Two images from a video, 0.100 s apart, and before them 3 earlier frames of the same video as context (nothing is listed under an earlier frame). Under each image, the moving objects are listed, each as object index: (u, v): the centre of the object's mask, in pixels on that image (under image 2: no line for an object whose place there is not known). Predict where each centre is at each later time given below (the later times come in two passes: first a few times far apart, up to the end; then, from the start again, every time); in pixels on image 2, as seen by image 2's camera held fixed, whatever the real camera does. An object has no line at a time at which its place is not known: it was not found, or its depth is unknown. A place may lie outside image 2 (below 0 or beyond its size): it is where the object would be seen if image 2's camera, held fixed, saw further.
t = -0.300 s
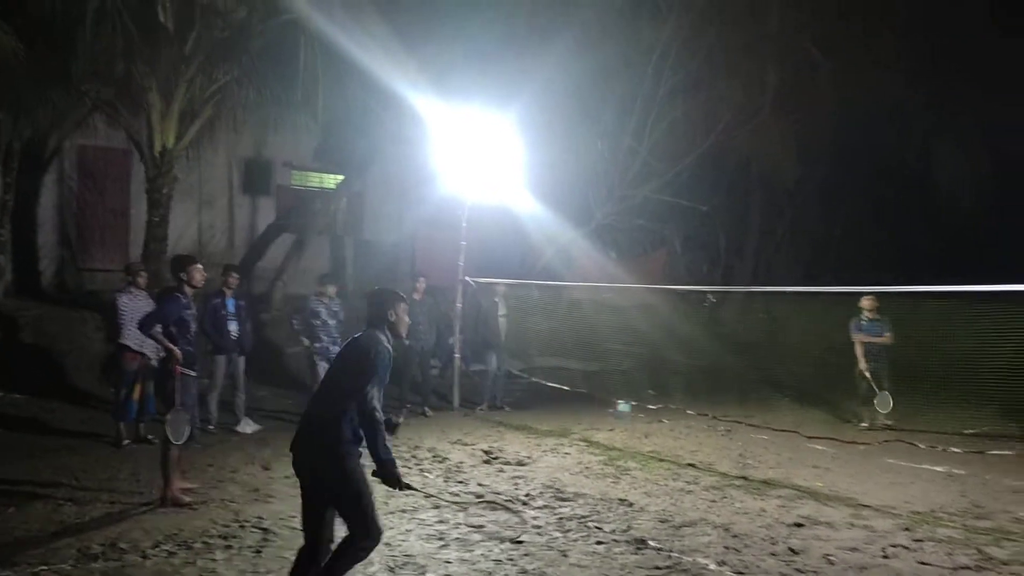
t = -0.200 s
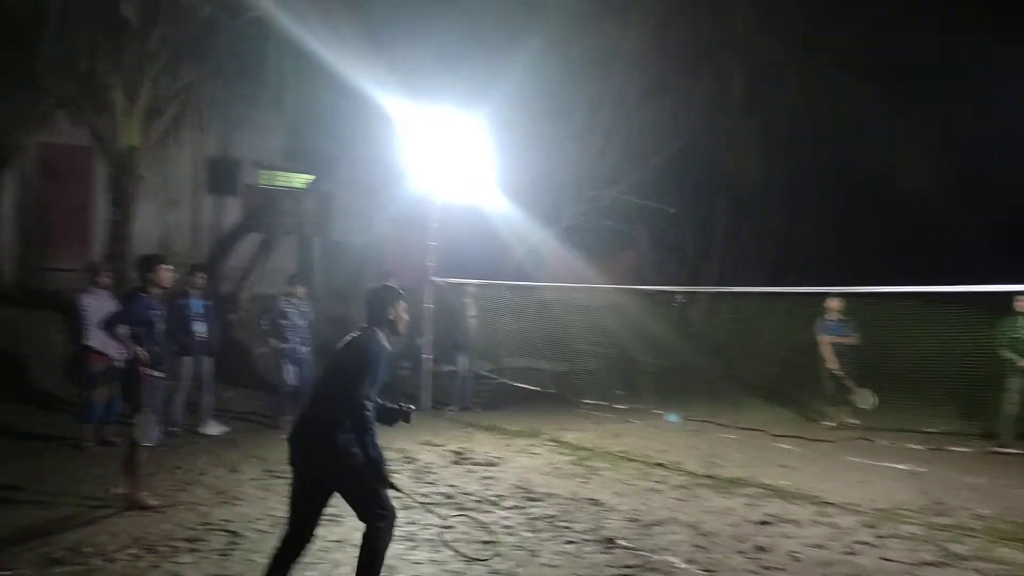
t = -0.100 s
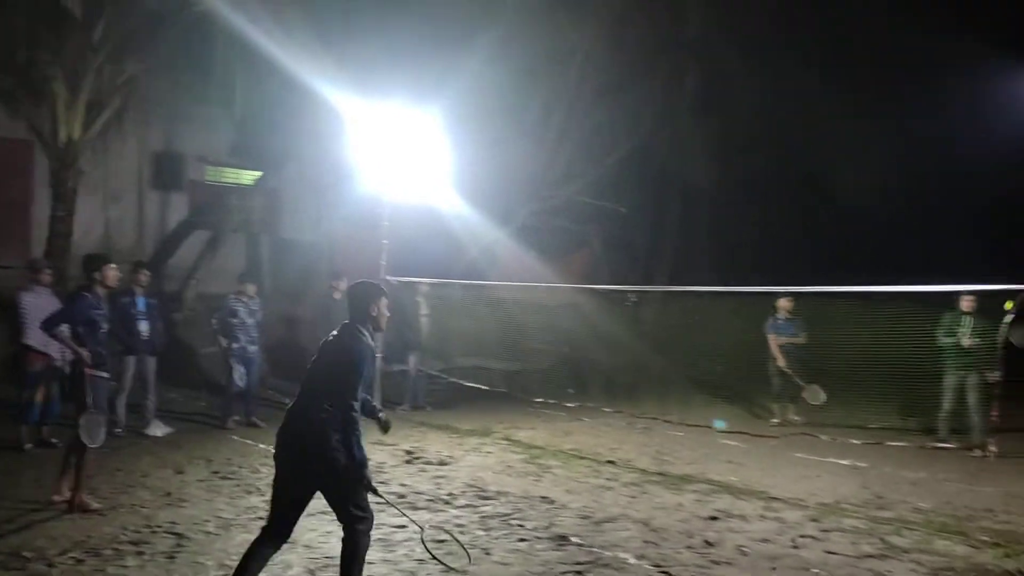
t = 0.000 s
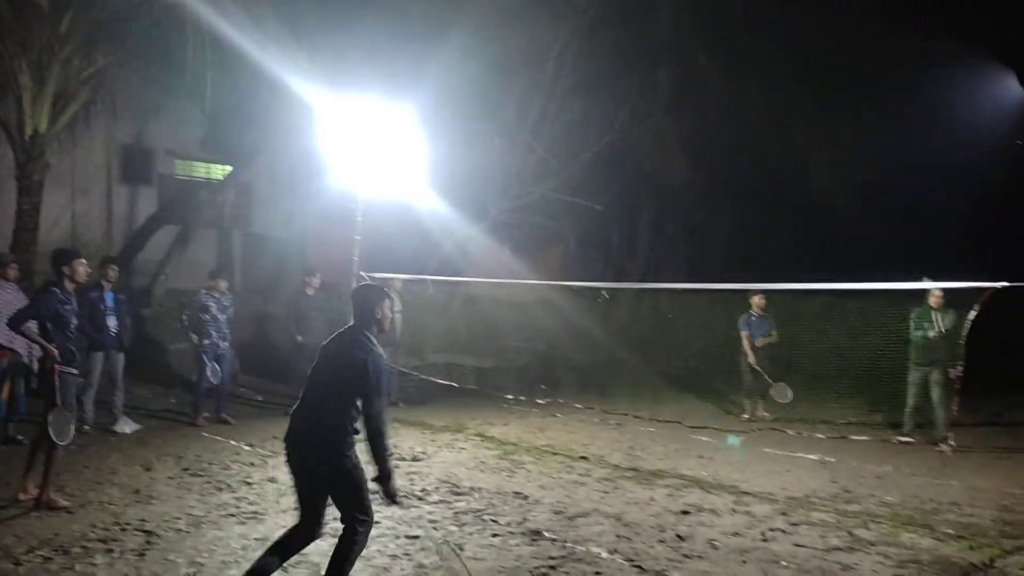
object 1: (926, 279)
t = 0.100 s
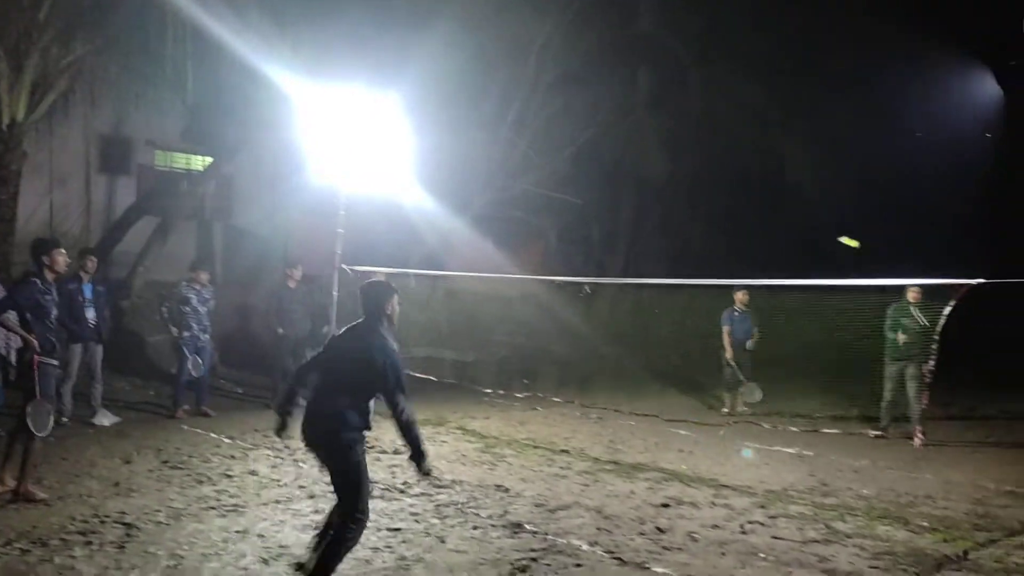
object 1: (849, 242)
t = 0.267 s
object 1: (759, 213)
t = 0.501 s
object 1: (653, 228)
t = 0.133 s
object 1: (829, 234)
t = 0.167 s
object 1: (810, 227)
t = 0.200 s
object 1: (792, 221)
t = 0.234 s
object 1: (776, 217)
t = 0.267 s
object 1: (759, 213)
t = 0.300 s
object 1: (743, 211)
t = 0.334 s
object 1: (728, 211)
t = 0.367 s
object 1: (712, 212)
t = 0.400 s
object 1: (697, 214)
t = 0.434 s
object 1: (682, 218)
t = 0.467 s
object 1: (667, 222)
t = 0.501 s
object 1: (653, 228)
